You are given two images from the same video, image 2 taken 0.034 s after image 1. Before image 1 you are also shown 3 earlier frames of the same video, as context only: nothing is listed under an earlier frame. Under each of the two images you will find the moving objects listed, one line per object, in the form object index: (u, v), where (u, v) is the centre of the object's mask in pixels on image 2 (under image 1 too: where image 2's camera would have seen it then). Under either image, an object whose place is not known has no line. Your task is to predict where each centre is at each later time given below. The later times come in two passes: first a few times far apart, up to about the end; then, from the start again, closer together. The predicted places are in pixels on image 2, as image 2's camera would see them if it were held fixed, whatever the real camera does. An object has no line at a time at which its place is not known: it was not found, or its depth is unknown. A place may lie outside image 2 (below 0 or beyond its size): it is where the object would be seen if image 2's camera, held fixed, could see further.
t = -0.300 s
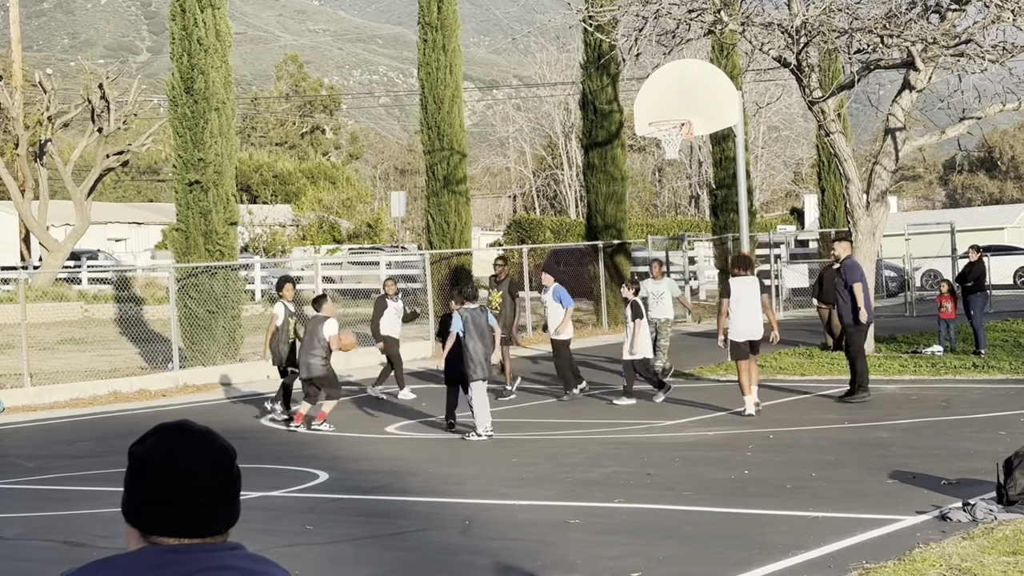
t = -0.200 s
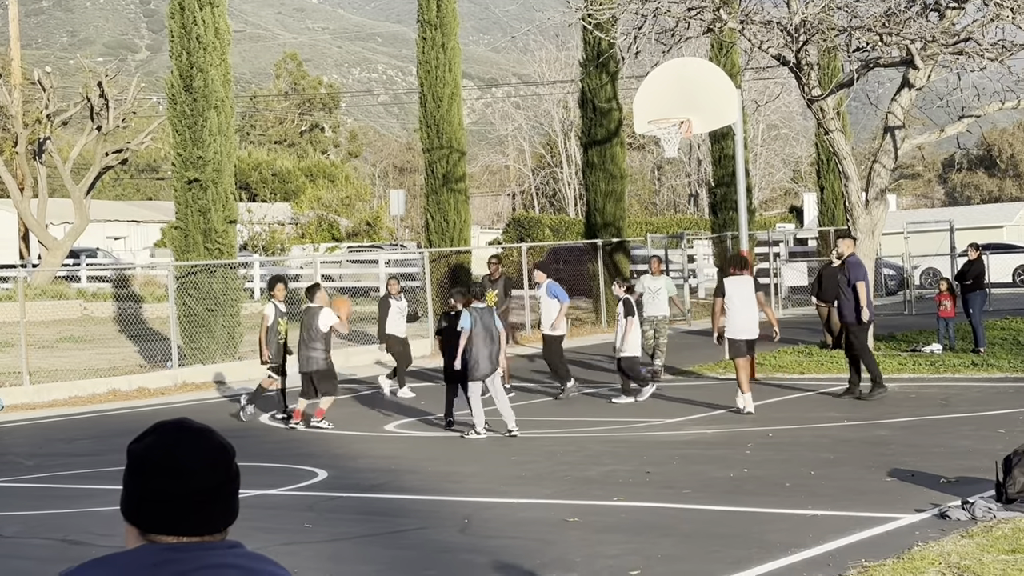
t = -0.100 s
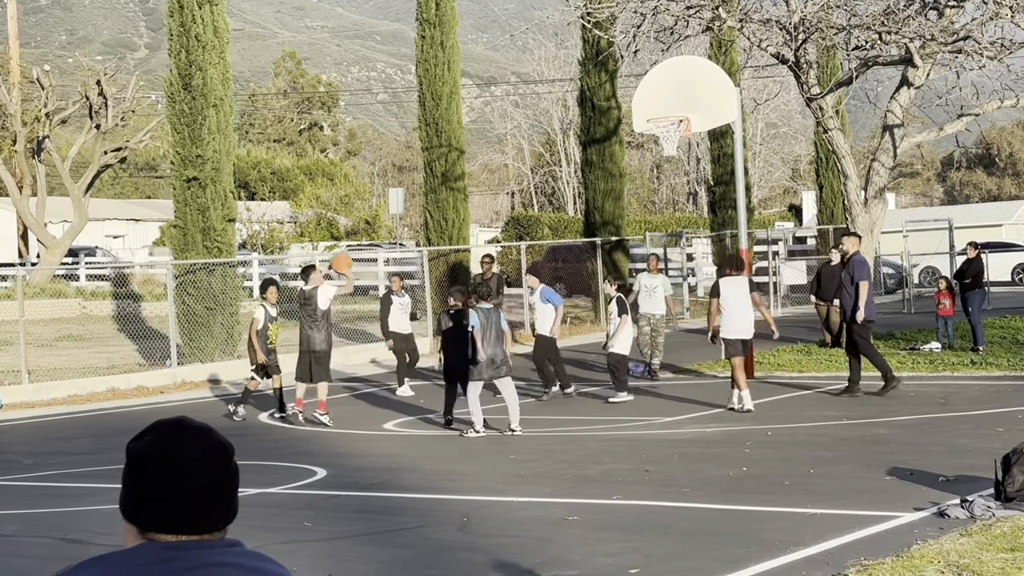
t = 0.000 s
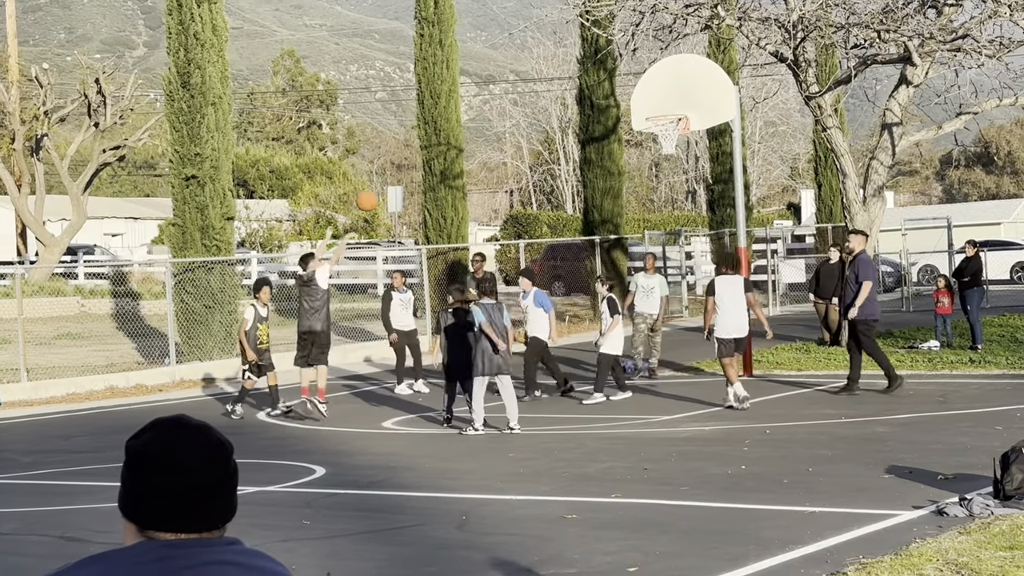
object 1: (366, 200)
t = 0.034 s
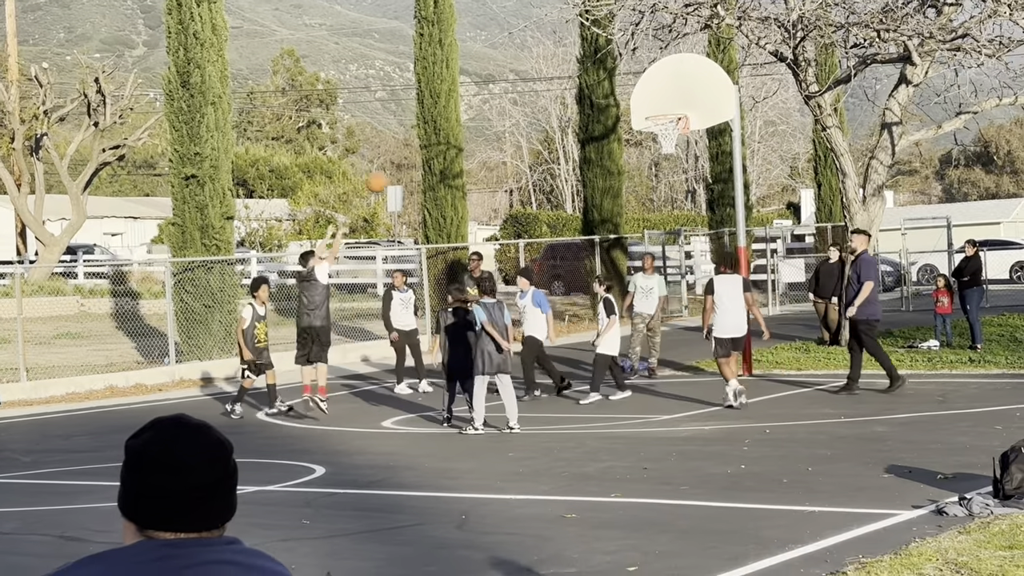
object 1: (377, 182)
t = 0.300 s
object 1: (454, 77)
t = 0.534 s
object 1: (518, 44)
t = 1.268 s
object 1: (548, 131)
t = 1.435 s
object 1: (501, 171)
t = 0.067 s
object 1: (386, 164)
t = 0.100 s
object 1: (396, 148)
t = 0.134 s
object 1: (406, 133)
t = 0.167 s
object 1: (416, 121)
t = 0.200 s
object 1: (426, 107)
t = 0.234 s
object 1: (435, 96)
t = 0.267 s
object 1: (444, 85)
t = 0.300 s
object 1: (454, 77)
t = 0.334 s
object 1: (463, 68)
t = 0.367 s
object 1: (472, 62)
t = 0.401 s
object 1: (481, 57)
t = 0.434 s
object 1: (490, 52)
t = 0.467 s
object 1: (500, 48)
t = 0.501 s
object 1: (509, 46)
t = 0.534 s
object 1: (518, 44)
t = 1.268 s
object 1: (548, 131)
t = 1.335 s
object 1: (529, 144)
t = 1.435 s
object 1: (501, 171)
